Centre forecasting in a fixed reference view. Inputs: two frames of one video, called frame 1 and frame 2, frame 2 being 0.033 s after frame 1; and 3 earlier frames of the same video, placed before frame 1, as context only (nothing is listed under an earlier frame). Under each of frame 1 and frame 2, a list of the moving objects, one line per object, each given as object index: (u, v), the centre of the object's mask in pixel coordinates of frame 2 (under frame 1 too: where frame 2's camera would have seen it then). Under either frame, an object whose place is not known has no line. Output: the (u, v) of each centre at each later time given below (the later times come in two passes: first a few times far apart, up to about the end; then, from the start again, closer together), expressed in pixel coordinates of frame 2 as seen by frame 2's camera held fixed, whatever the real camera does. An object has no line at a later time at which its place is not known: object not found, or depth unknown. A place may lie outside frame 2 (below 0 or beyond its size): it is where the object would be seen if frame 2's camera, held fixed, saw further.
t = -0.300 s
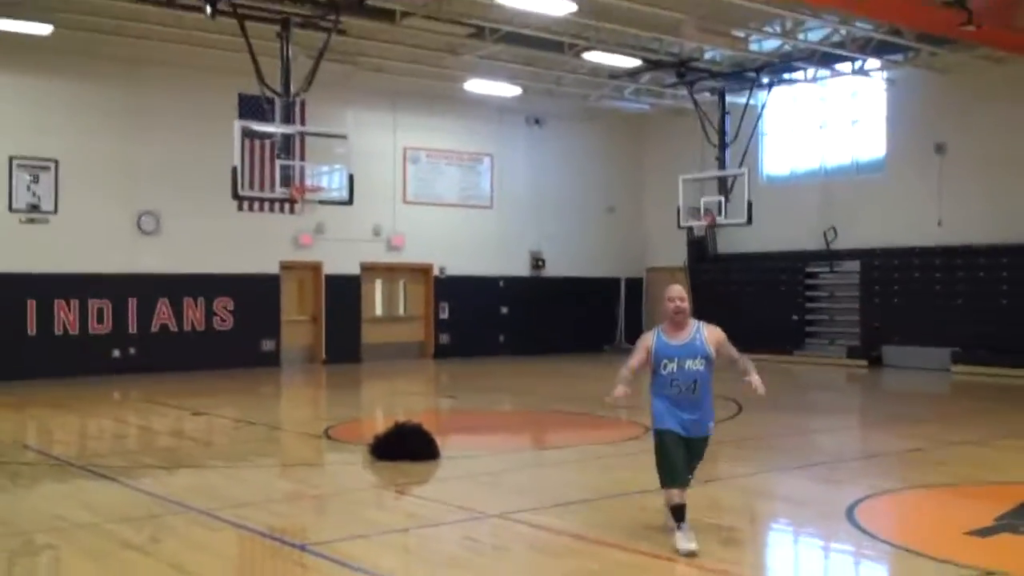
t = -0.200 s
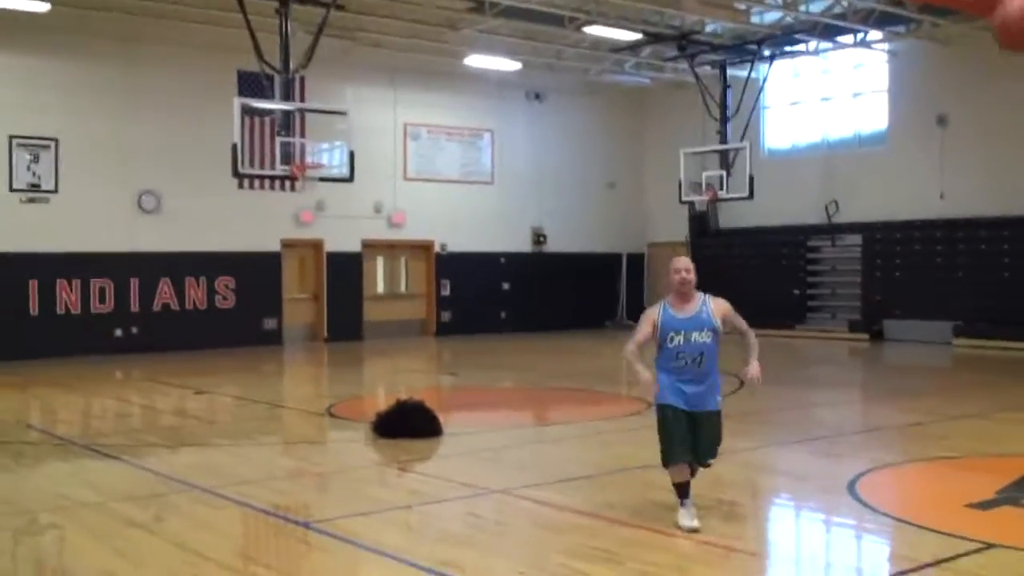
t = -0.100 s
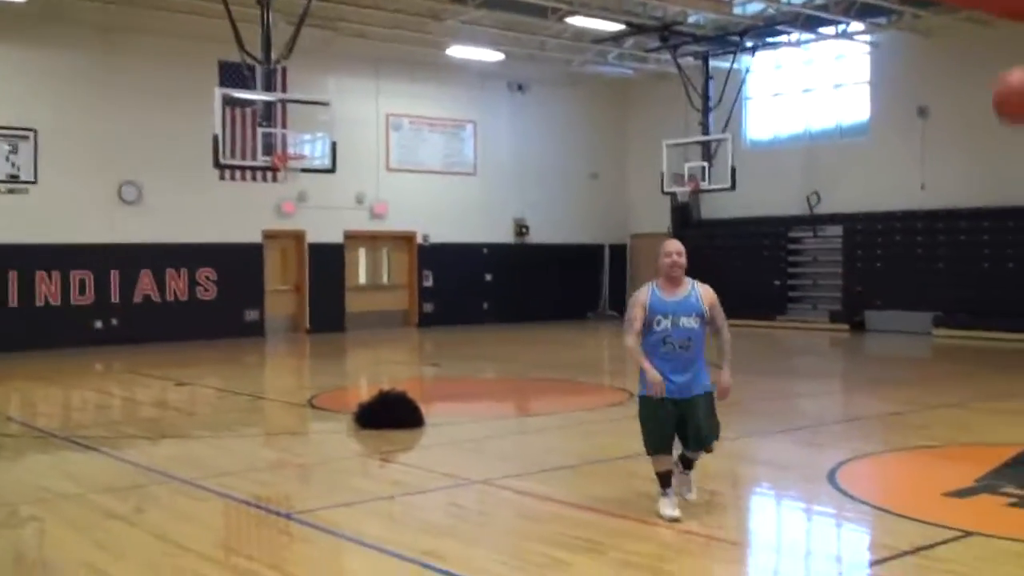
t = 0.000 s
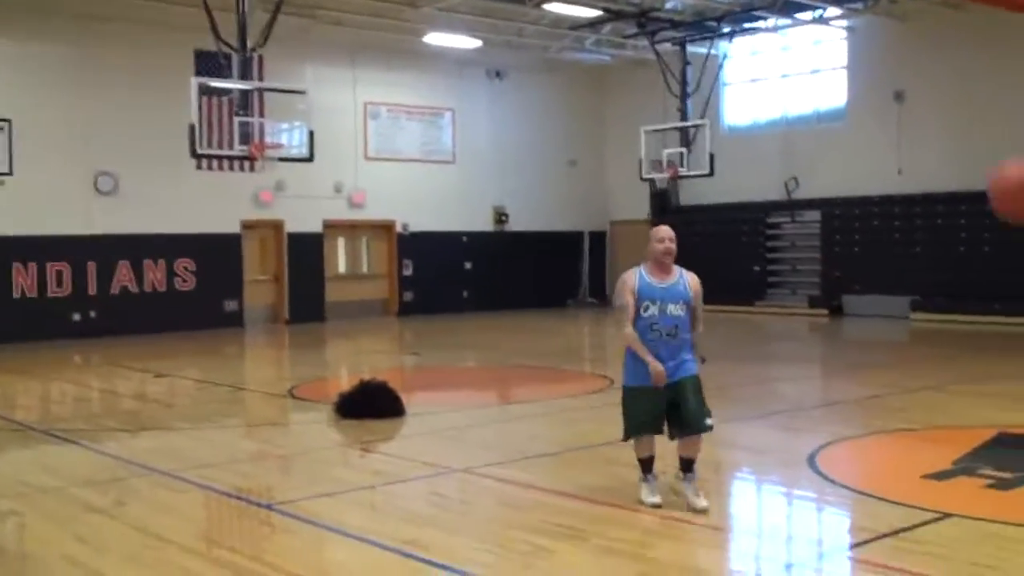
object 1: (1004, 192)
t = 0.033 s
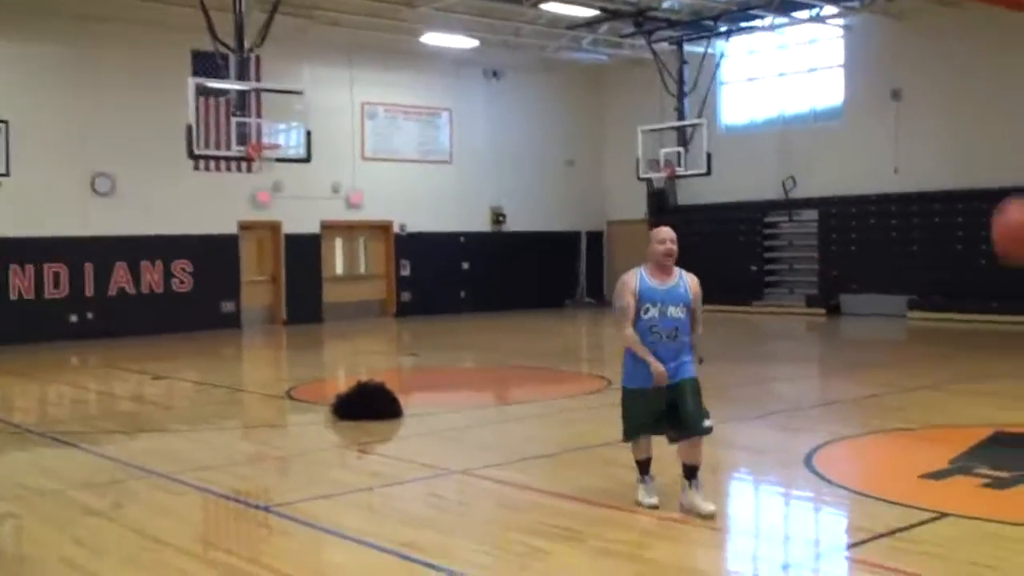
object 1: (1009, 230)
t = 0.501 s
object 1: (1124, 314)
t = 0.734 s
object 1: (1185, 154)
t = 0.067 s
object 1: (1016, 278)
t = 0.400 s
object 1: (1101, 417)
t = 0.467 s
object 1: (1117, 344)
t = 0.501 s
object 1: (1124, 314)
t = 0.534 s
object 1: (1130, 284)
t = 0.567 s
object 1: (1141, 256)
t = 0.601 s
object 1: (1148, 231)
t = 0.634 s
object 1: (1158, 209)
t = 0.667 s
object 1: (1166, 189)
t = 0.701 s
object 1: (1176, 170)
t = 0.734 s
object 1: (1185, 154)
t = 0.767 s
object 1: (1194, 140)
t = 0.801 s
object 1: (1204, 131)
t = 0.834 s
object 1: (1213, 124)
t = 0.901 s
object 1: (1232, 120)
